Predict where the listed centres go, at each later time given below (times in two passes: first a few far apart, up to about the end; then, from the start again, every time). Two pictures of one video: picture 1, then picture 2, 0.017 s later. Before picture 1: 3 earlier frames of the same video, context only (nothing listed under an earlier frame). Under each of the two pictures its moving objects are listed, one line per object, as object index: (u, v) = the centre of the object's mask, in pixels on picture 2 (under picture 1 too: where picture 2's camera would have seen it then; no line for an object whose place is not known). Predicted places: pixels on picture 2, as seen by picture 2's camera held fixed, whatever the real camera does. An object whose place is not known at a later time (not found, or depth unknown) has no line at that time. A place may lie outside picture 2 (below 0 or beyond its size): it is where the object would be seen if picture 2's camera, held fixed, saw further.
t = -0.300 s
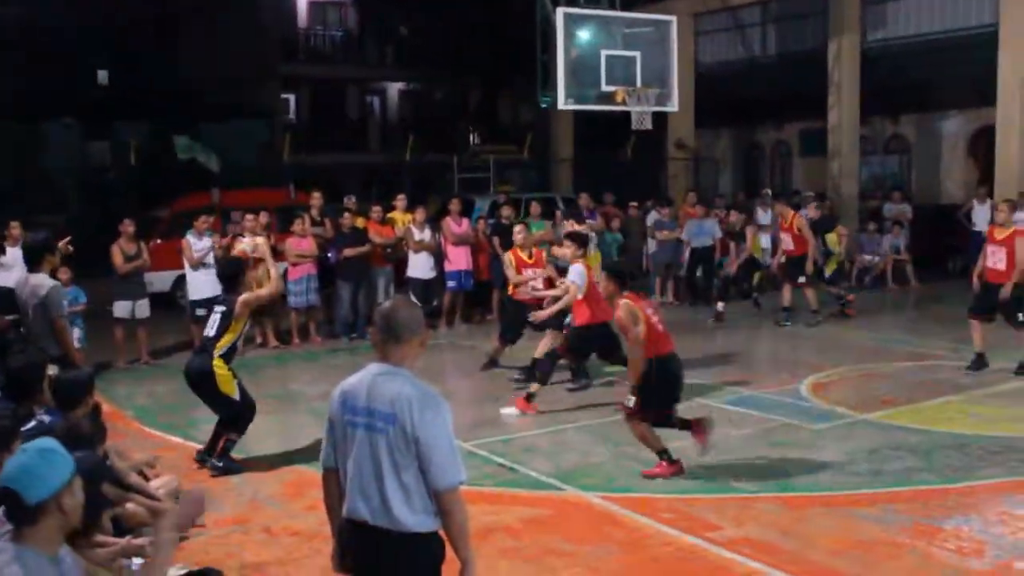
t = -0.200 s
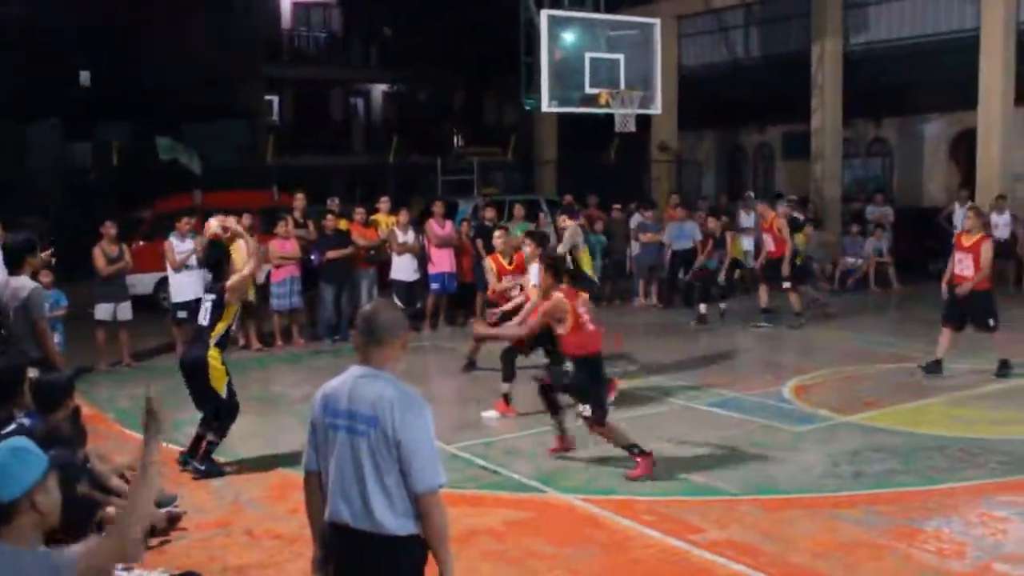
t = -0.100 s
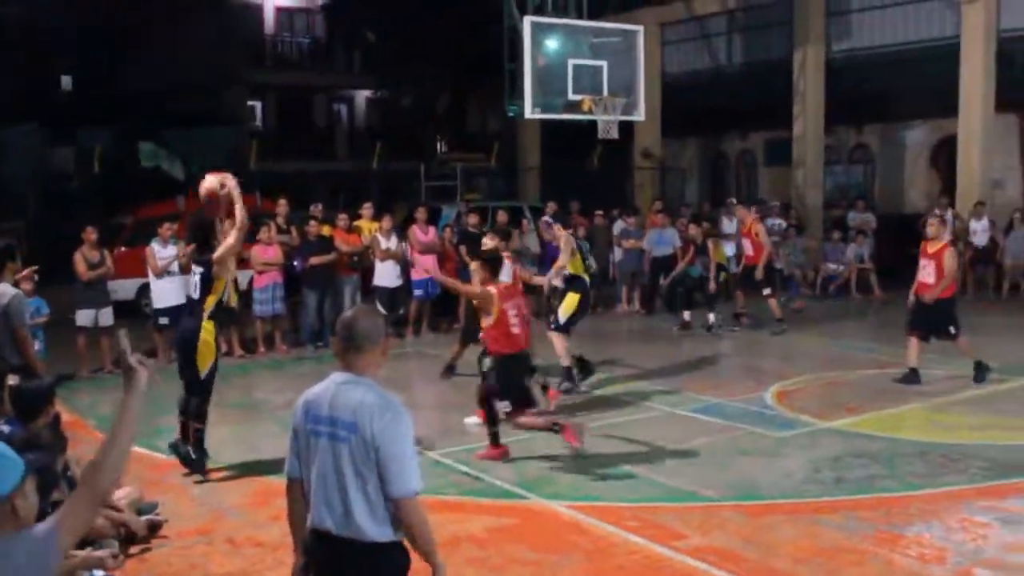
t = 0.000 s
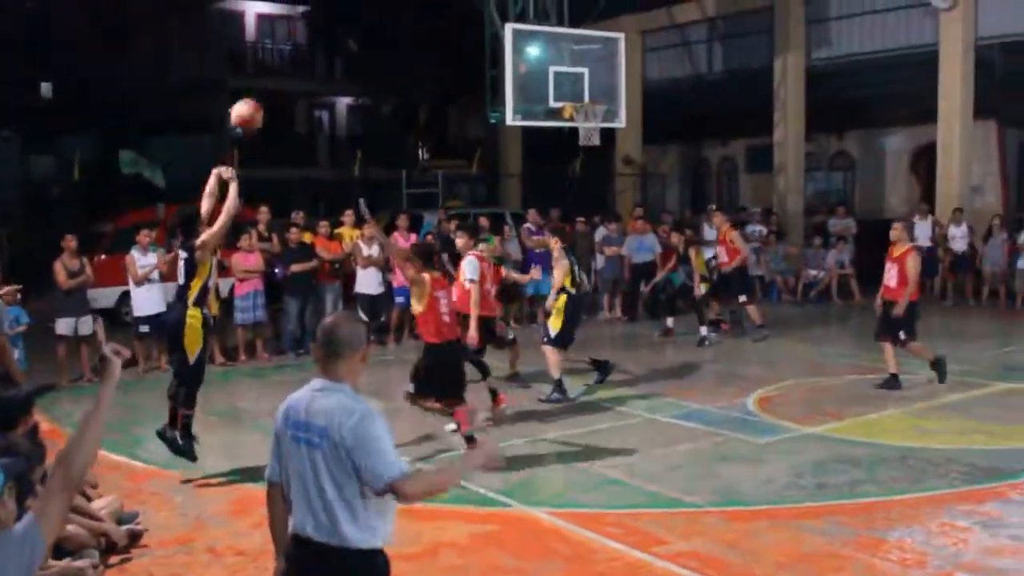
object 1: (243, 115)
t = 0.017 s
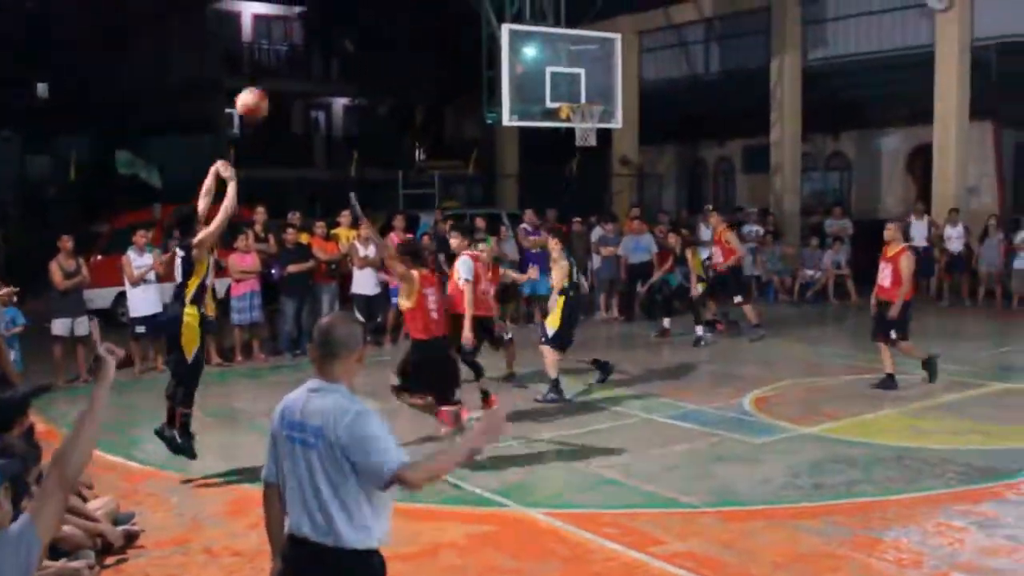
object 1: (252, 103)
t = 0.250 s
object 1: (363, -5)
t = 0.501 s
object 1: (456, -35)
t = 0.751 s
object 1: (527, -1)
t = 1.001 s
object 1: (583, 73)
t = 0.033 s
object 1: (261, 91)
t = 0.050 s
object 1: (270, 81)
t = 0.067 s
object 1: (278, 71)
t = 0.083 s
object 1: (286, 61)
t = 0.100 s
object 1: (295, 52)
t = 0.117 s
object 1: (303, 43)
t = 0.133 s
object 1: (311, 36)
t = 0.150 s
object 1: (319, 28)
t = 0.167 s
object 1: (327, 22)
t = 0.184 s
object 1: (334, 15)
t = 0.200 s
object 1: (342, 9)
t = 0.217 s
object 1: (349, 4)
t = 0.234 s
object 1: (356, -1)
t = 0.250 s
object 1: (363, -5)
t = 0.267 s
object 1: (371, -8)
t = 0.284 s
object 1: (378, -12)
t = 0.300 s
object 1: (385, -15)
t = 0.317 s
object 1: (391, -17)
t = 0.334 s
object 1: (398, -20)
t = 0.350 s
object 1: (405, -22)
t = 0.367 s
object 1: (411, -24)
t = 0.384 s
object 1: (417, -27)
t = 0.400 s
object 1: (422, -28)
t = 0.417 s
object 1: (428, -30)
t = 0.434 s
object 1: (434, -32)
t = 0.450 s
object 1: (439, -34)
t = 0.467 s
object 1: (445, -35)
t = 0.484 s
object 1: (450, -36)
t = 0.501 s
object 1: (456, -35)
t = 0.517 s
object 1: (461, -34)
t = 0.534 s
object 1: (466, -33)
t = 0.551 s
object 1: (471, -32)
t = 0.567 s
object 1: (476, -31)
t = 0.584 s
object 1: (481, -29)
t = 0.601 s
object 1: (486, -28)
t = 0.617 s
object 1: (490, -25)
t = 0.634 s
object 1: (495, -23)
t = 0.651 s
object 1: (499, -21)
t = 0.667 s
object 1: (504, -17)
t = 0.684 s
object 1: (508, -14)
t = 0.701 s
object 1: (513, -11)
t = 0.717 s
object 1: (518, -8)
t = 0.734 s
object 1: (523, -5)
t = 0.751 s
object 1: (527, -1)
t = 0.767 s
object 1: (531, 3)
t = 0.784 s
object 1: (535, 7)
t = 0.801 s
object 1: (538, 11)
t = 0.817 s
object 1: (542, 15)
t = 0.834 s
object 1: (546, 19)
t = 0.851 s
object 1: (550, 24)
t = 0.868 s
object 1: (553, 29)
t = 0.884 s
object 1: (557, 33)
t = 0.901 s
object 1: (563, 39)
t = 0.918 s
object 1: (567, 46)
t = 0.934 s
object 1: (568, 49)
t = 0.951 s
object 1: (571, 54)
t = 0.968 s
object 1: (575, 60)
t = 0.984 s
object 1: (579, 67)
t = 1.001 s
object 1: (583, 73)
